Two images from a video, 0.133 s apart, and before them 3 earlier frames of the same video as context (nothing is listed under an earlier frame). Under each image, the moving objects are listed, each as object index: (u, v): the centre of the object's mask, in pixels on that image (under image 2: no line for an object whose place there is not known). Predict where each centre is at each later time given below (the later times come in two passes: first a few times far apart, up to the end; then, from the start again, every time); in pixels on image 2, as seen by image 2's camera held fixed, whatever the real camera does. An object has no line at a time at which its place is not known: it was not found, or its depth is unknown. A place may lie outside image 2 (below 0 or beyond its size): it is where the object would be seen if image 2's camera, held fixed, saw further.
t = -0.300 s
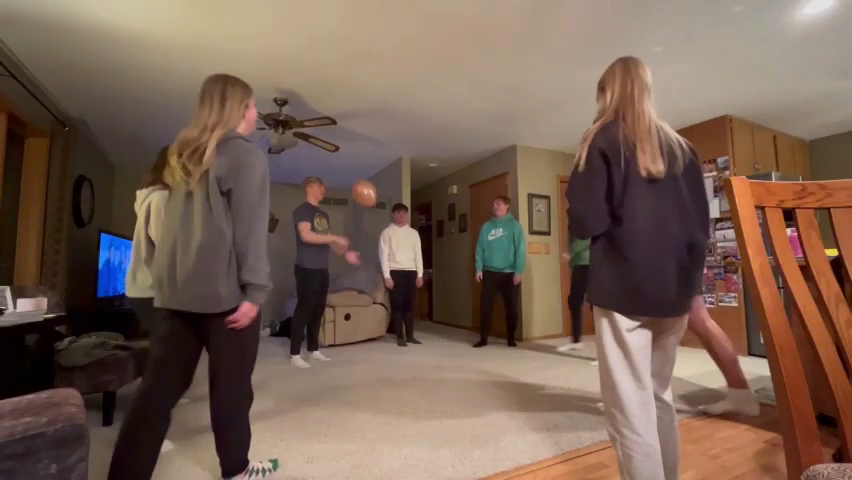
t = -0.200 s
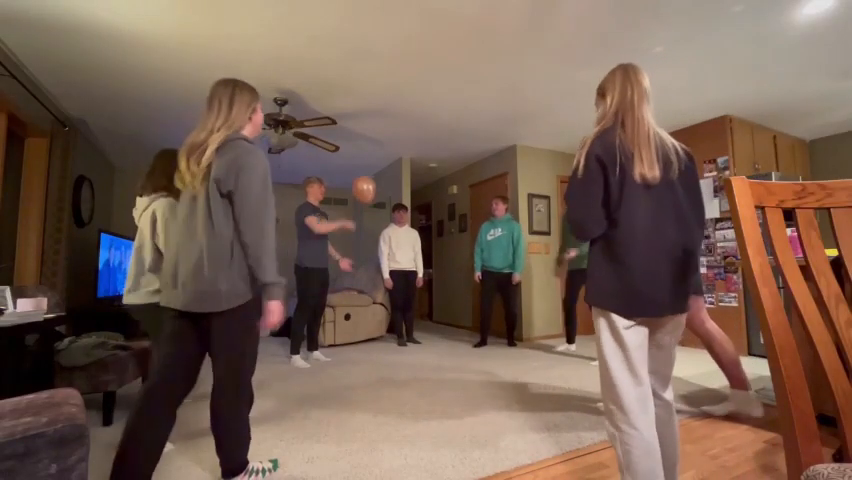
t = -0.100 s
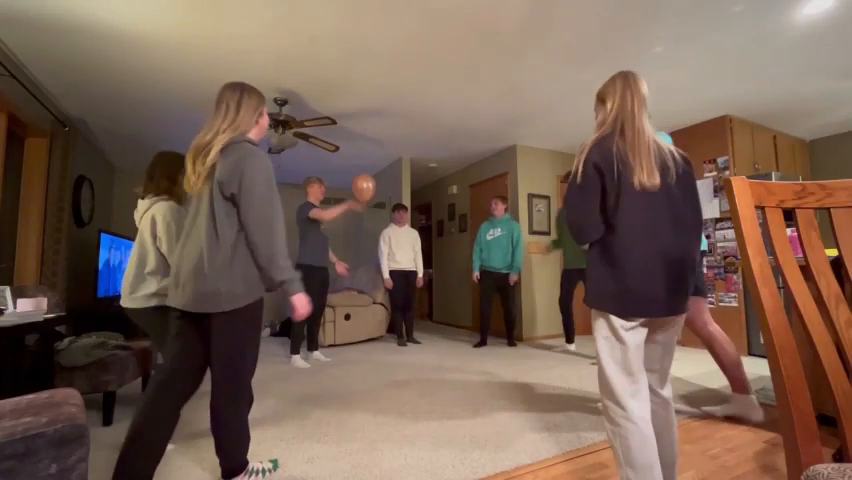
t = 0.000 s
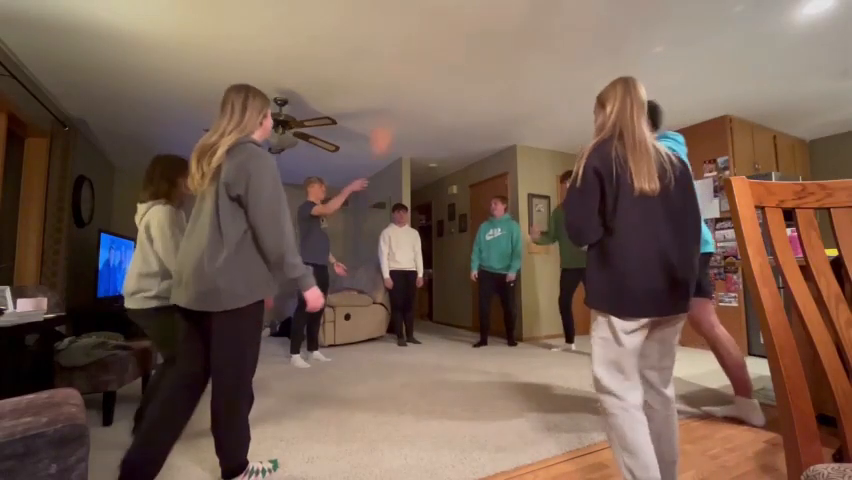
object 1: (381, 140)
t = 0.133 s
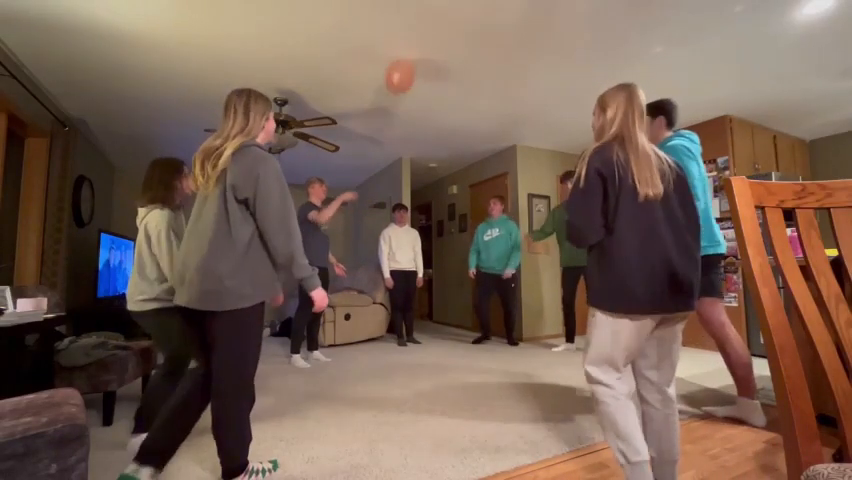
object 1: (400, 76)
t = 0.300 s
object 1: (410, 82)
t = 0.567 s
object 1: (415, 116)
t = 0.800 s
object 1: (418, 161)
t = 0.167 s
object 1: (401, 72)
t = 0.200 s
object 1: (402, 74)
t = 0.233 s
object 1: (405, 77)
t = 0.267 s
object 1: (407, 79)
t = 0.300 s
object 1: (410, 82)
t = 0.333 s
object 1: (411, 84)
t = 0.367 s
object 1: (412, 87)
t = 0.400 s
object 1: (413, 91)
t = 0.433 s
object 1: (414, 96)
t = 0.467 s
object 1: (414, 102)
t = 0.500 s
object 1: (414, 106)
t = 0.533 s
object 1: (415, 111)
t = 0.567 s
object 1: (415, 116)
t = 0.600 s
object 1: (416, 121)
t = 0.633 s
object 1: (415, 126)
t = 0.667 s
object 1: (416, 133)
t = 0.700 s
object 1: (416, 139)
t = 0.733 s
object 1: (417, 146)
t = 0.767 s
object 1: (417, 154)
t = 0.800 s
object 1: (418, 161)
